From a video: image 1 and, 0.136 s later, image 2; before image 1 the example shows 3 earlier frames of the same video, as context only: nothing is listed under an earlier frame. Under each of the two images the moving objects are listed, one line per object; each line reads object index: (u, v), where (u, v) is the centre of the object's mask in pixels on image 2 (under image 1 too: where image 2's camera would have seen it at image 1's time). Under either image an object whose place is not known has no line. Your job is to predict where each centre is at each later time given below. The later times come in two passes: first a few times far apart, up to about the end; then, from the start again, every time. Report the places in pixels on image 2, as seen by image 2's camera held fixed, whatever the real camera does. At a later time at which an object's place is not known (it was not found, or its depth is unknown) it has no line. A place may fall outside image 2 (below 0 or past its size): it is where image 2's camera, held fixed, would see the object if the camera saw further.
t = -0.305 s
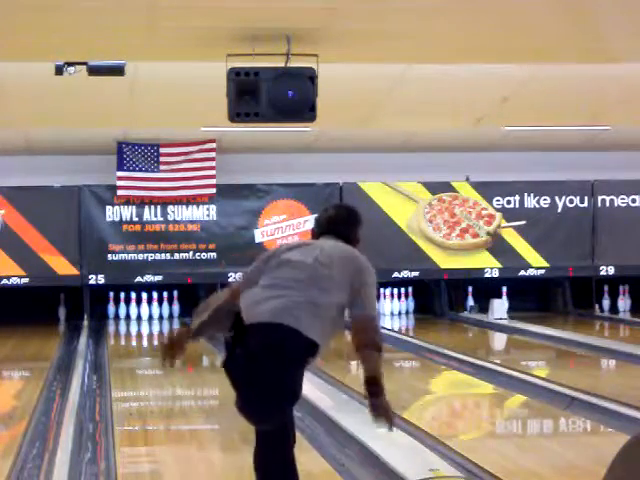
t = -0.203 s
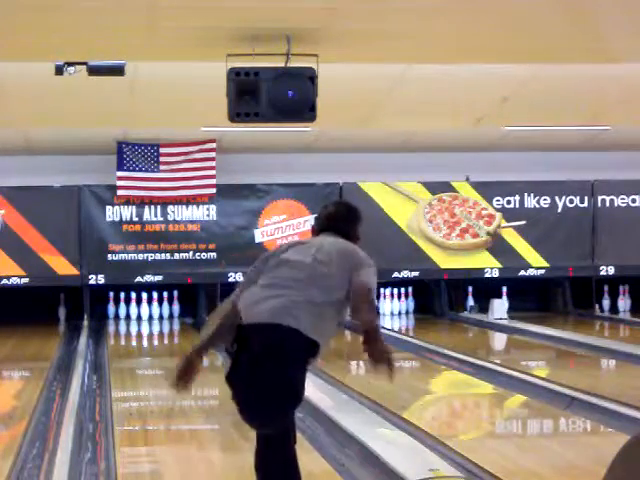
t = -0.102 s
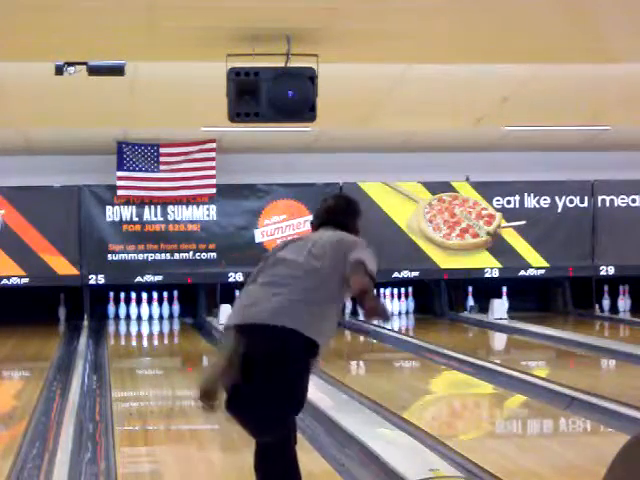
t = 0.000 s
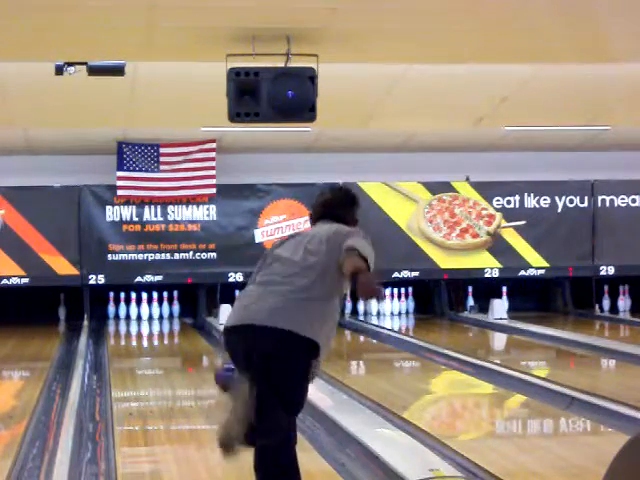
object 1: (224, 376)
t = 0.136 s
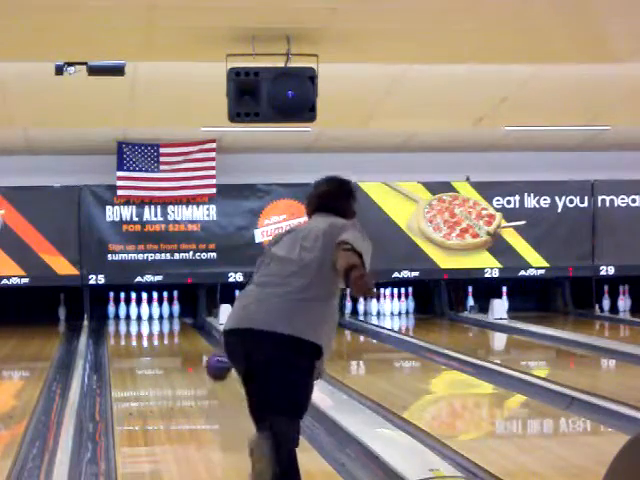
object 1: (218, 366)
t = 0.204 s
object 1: (213, 362)
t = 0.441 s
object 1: (199, 349)
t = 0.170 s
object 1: (216, 364)
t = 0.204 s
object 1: (213, 362)
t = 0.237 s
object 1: (211, 360)
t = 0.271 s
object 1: (209, 357)
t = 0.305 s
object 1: (207, 356)
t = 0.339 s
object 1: (206, 354)
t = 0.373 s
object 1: (203, 352)
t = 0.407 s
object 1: (201, 351)
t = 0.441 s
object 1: (199, 349)
